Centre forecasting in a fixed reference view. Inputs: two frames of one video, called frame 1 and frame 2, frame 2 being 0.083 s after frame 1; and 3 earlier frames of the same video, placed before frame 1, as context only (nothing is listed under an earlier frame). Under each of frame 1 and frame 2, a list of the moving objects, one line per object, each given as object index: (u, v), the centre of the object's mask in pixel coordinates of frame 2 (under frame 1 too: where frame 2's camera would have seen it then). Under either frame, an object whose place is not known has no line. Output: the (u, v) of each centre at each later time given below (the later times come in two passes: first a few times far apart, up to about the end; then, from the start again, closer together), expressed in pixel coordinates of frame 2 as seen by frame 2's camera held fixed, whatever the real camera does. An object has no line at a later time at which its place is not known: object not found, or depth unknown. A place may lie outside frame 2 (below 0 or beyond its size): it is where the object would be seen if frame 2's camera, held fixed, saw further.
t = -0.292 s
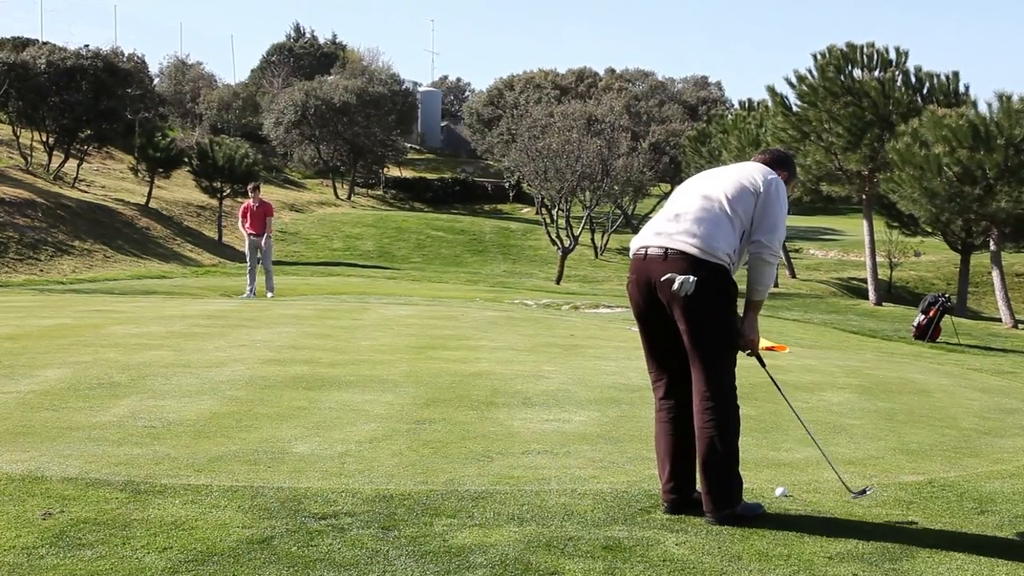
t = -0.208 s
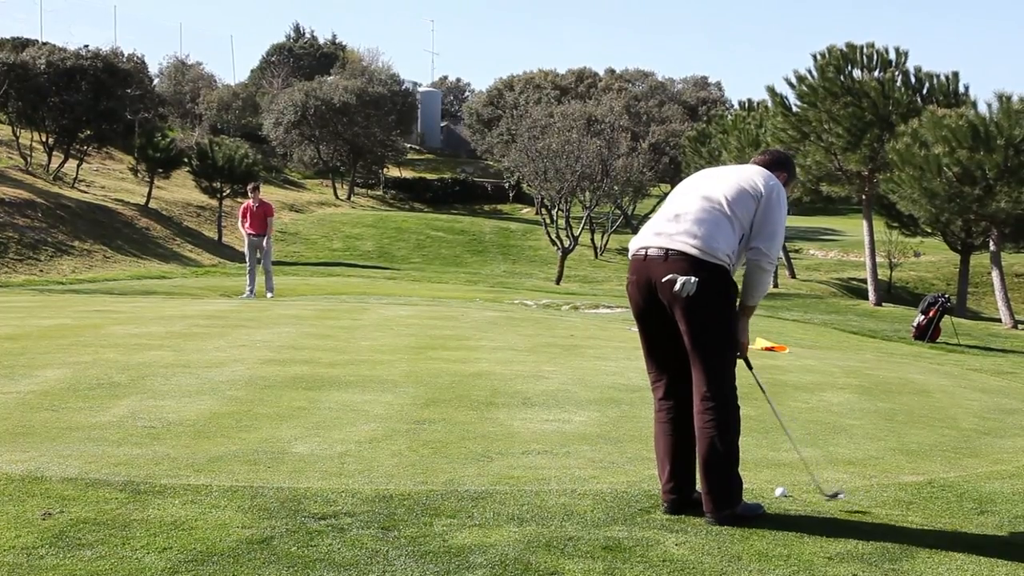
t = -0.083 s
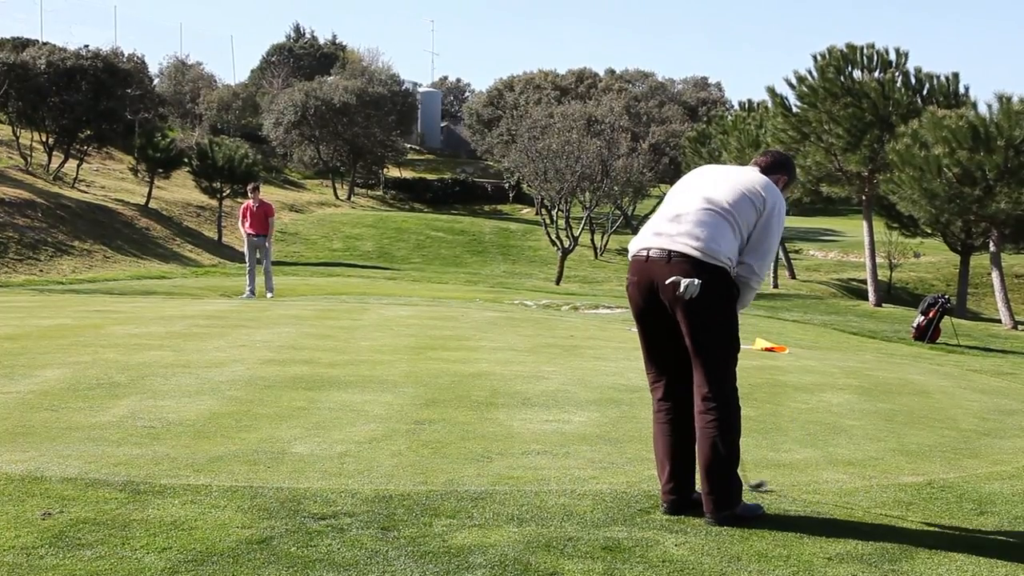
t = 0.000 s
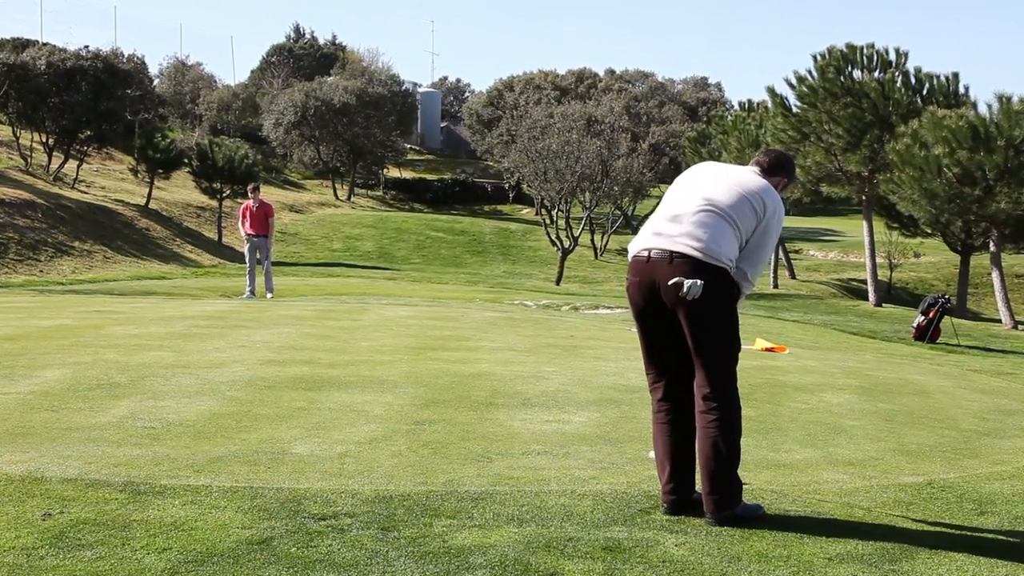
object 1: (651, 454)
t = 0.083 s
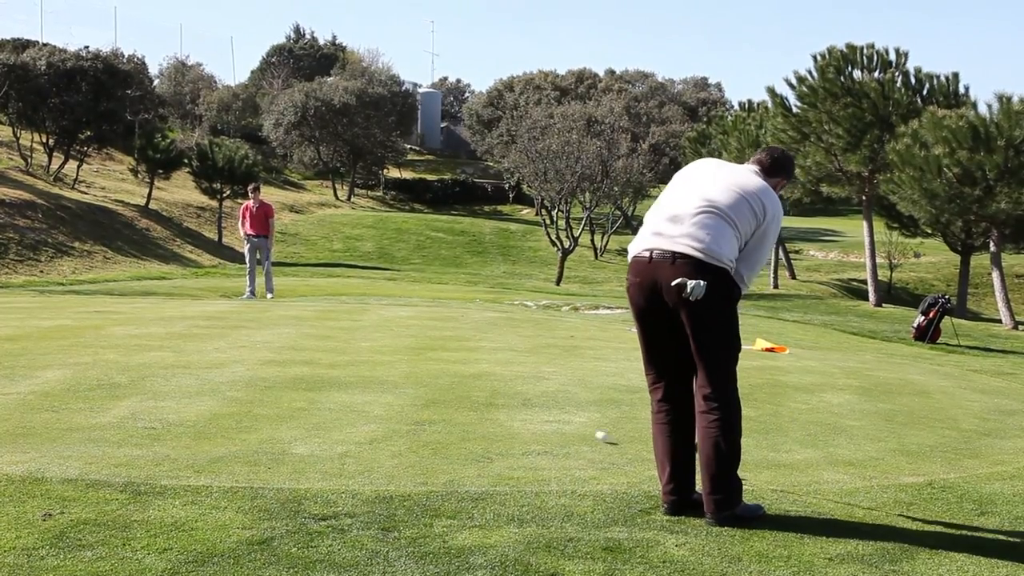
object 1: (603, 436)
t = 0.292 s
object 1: (504, 405)
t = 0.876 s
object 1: (344, 364)
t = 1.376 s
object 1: (265, 346)
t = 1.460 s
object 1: (256, 343)
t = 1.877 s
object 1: (219, 330)
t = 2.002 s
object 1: (212, 328)
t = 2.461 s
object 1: (188, 321)
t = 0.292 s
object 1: (504, 405)
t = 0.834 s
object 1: (353, 365)
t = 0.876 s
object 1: (344, 364)
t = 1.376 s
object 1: (265, 346)
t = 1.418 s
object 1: (260, 344)
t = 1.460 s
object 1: (256, 343)
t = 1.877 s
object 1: (219, 330)
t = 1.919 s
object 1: (216, 329)
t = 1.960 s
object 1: (214, 328)
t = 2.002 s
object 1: (212, 328)
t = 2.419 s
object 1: (190, 321)
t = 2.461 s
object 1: (188, 321)
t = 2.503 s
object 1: (186, 320)
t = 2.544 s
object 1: (185, 320)
